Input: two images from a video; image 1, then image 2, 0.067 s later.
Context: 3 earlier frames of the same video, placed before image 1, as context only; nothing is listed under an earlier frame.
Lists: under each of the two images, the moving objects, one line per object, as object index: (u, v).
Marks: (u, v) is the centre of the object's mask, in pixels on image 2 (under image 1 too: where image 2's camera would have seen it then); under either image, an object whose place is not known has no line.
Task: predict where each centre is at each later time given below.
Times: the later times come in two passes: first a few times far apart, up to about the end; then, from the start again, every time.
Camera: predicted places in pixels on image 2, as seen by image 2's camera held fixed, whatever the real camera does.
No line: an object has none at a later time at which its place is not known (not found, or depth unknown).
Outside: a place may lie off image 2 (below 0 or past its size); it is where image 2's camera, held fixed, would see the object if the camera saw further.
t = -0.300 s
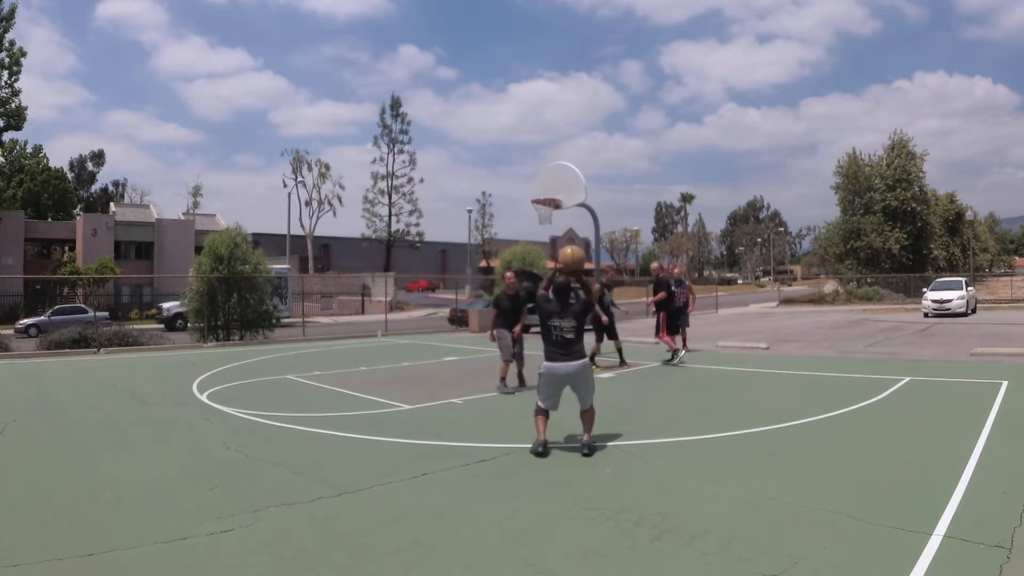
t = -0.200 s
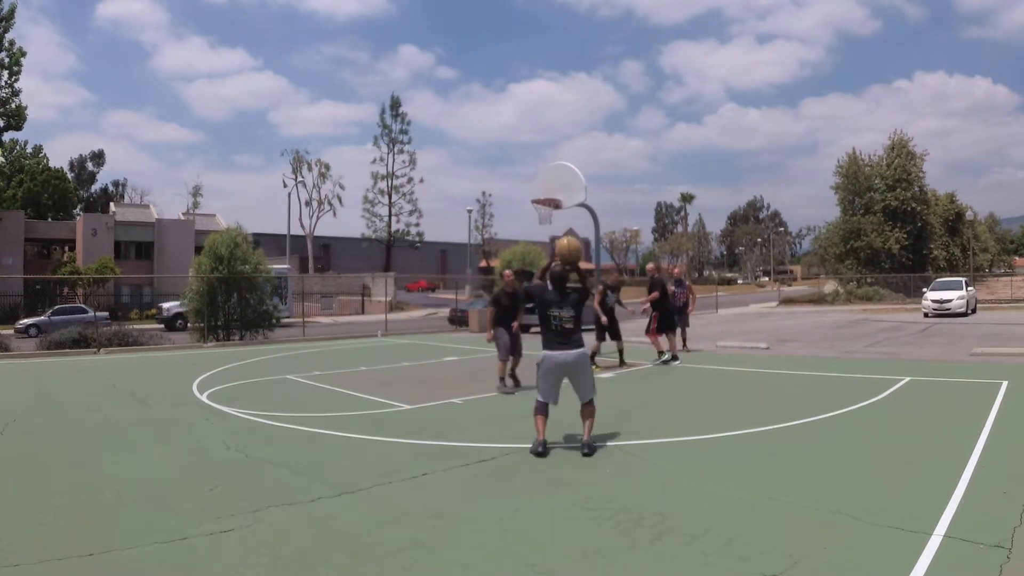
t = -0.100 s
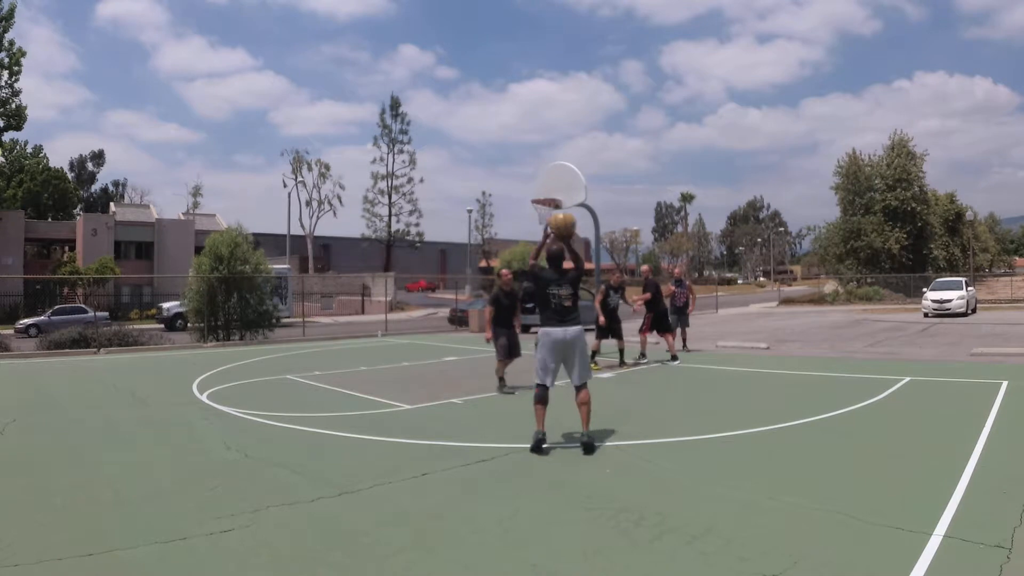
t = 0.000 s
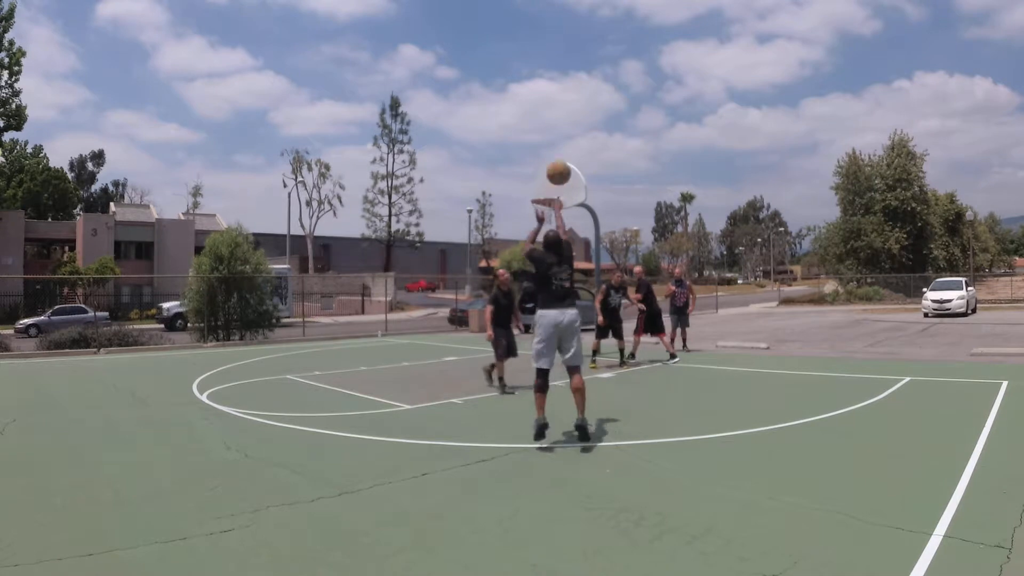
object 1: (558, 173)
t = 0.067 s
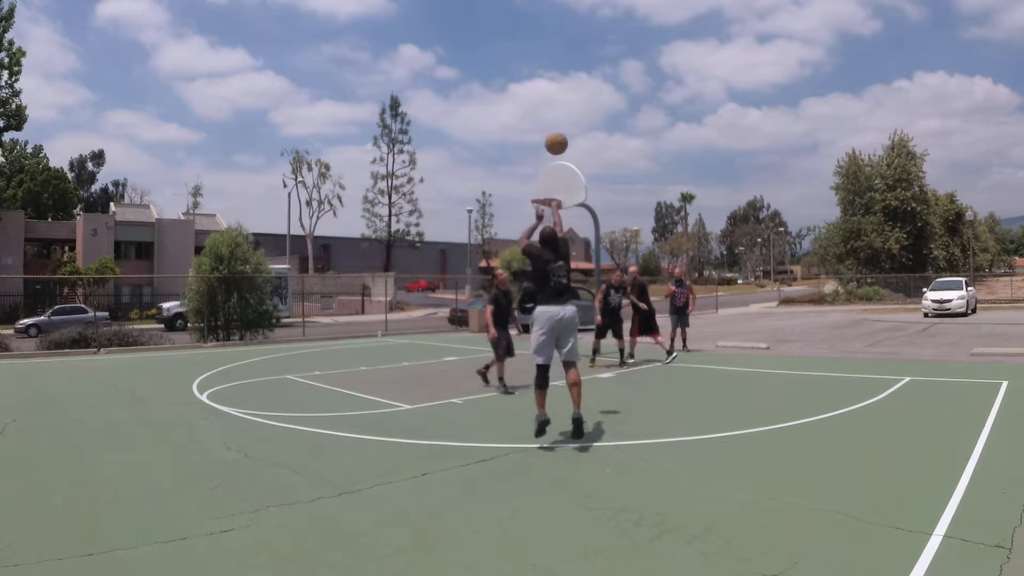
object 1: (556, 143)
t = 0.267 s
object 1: (552, 95)
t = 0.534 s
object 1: (550, 87)
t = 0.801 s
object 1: (551, 121)
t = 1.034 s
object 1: (552, 176)
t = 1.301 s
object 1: (530, 188)
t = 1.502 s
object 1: (511, 192)
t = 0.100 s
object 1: (555, 132)
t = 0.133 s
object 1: (554, 122)
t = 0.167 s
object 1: (554, 113)
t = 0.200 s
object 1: (553, 105)
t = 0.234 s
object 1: (553, 99)
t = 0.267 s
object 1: (552, 95)
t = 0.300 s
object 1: (552, 91)
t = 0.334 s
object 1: (551, 88)
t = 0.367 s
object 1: (551, 86)
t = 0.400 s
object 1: (551, 85)
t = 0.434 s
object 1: (551, 84)
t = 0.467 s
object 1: (550, 85)
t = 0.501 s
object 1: (550, 85)
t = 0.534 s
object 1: (550, 87)
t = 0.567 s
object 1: (550, 90)
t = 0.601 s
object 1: (550, 92)
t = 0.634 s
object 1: (550, 96)
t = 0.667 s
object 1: (550, 100)
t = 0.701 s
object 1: (550, 105)
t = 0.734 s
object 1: (550, 110)
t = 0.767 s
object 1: (551, 115)
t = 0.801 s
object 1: (551, 121)
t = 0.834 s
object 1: (551, 128)
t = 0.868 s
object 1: (551, 135)
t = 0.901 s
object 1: (551, 143)
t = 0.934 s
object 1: (551, 150)
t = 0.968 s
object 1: (551, 159)
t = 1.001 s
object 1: (552, 167)
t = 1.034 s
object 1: (552, 176)
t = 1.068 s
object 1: (552, 185)
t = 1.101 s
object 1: (552, 194)
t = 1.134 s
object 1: (548, 194)
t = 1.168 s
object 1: (544, 194)
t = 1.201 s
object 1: (540, 193)
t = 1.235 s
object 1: (536, 191)
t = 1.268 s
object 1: (533, 189)
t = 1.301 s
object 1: (530, 188)
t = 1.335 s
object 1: (526, 187)
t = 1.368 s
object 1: (523, 187)
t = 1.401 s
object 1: (520, 187)
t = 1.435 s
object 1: (517, 188)
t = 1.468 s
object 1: (514, 190)
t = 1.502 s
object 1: (511, 192)
